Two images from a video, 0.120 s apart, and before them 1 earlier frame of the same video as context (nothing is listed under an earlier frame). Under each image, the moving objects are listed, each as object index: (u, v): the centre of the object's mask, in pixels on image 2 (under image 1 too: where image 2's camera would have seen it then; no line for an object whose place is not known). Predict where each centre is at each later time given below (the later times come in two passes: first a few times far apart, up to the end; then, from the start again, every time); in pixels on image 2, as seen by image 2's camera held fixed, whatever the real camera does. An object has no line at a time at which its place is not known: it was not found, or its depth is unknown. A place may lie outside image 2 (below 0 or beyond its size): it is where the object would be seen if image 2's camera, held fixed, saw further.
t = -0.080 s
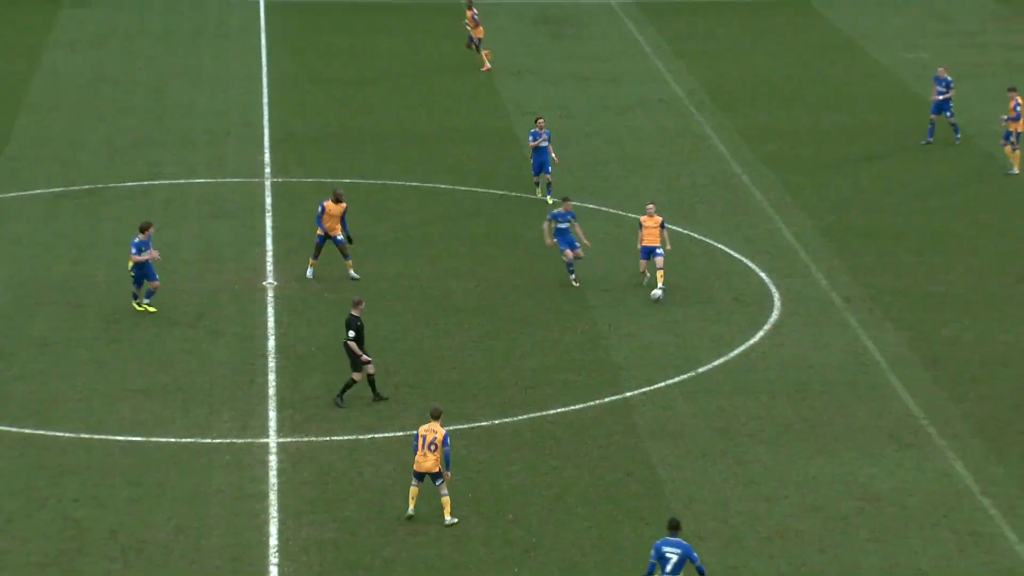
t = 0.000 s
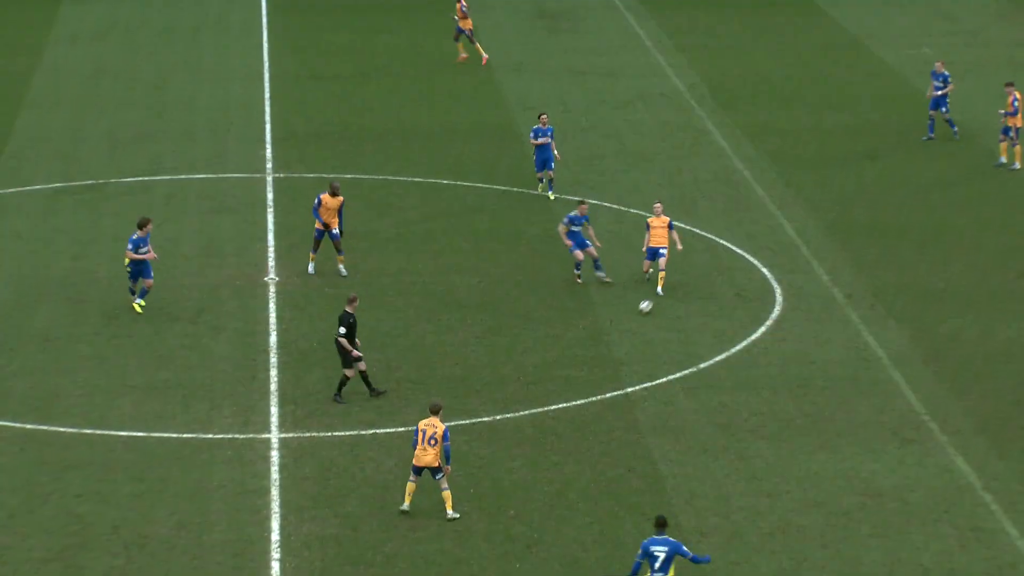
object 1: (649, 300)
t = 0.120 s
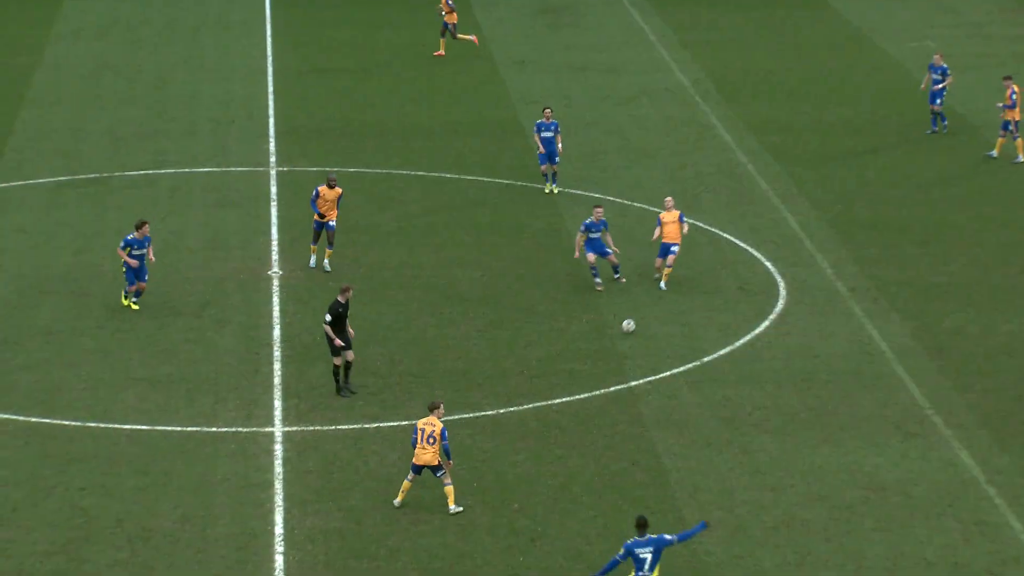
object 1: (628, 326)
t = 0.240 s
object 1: (607, 351)
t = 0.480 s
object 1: (562, 398)
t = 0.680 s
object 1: (524, 435)
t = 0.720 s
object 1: (517, 444)
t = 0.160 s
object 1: (621, 334)
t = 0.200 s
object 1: (614, 343)
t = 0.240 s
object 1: (607, 351)
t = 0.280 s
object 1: (599, 359)
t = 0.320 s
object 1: (592, 368)
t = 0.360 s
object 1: (584, 376)
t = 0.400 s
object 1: (577, 382)
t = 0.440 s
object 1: (569, 389)
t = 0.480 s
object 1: (562, 398)
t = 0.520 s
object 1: (554, 408)
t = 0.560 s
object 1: (546, 414)
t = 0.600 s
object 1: (539, 419)
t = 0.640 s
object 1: (532, 426)
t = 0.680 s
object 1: (524, 435)
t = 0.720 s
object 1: (517, 444)
